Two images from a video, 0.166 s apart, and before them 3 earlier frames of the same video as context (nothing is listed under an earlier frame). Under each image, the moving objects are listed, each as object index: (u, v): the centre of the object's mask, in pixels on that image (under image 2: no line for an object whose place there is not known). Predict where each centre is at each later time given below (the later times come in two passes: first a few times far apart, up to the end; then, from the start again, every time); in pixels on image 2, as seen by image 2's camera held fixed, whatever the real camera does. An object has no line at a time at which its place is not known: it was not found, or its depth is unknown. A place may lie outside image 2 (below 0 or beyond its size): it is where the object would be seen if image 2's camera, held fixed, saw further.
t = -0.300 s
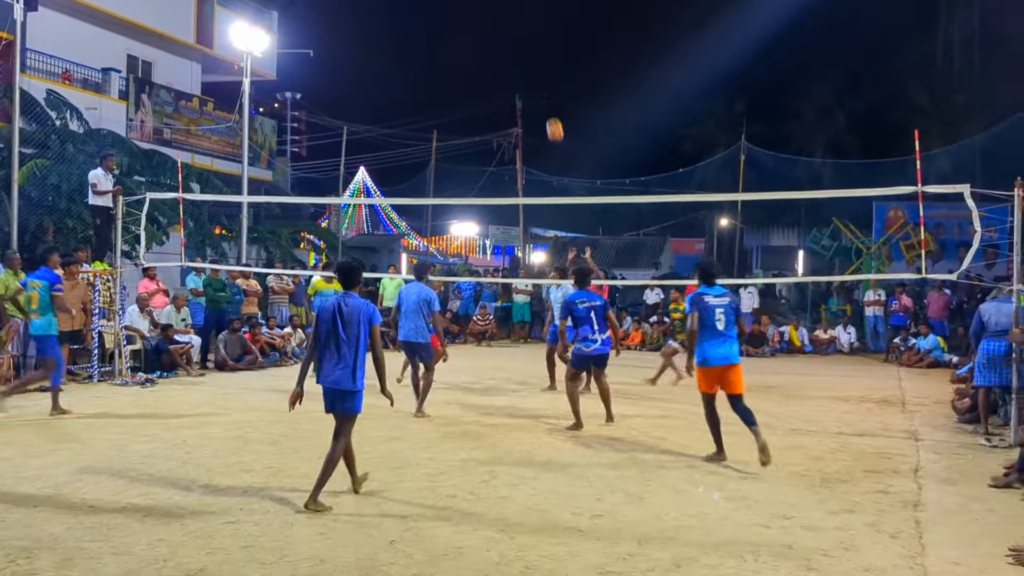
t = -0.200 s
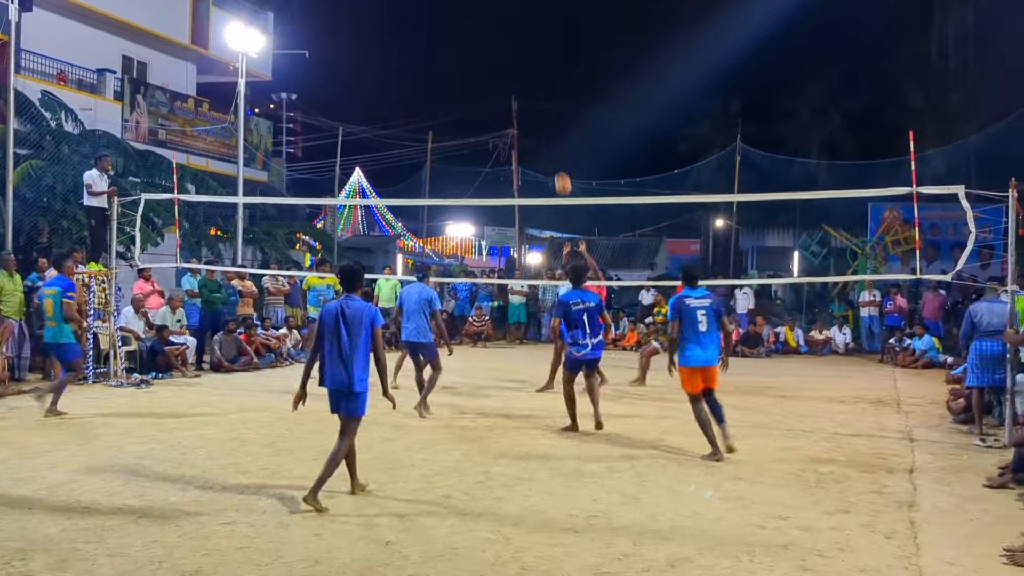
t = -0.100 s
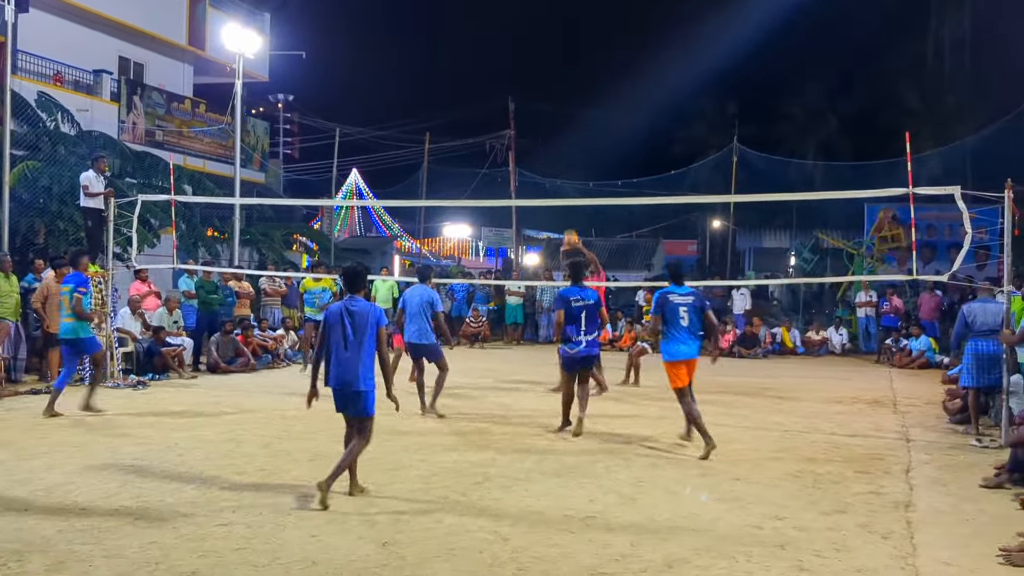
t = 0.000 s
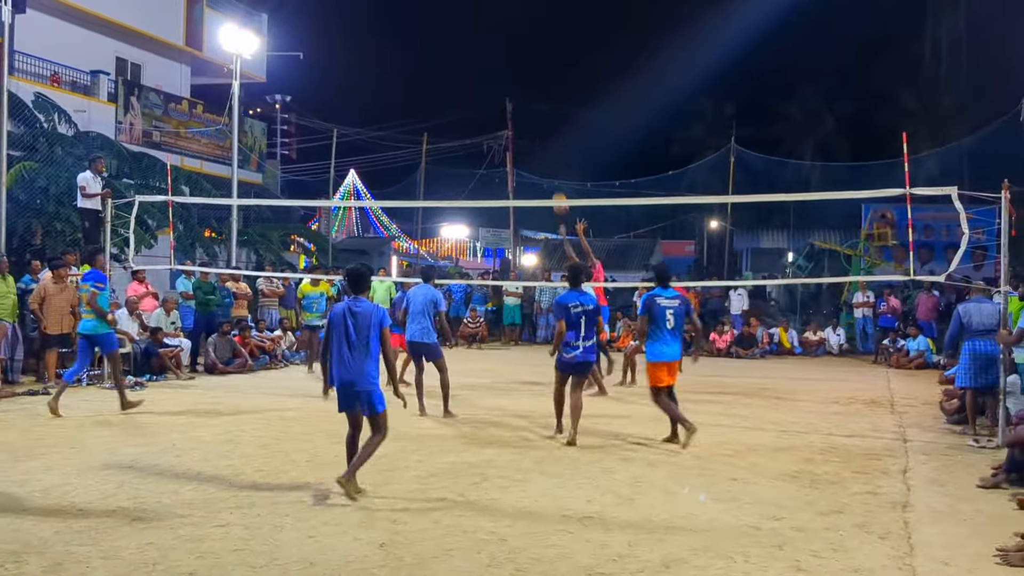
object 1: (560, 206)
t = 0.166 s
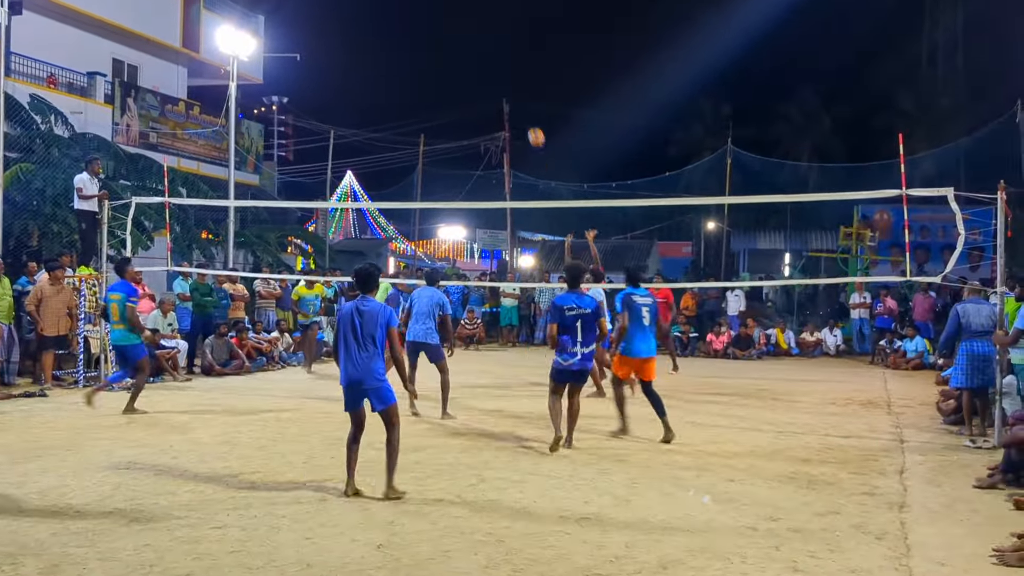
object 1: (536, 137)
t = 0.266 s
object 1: (524, 106)
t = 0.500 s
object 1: (493, 59)
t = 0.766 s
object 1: (457, 52)
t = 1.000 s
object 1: (424, 87)
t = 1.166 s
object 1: (400, 137)
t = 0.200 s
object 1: (532, 126)
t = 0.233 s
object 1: (528, 116)
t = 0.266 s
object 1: (524, 106)
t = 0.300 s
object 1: (519, 97)
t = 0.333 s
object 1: (515, 89)
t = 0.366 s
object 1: (511, 81)
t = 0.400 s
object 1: (506, 74)
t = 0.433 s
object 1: (502, 68)
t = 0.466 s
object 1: (498, 63)
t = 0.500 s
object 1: (493, 59)
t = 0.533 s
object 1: (489, 55)
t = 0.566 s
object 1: (484, 52)
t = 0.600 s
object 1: (480, 50)
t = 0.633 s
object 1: (475, 49)
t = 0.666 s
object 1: (471, 48)
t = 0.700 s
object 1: (466, 48)
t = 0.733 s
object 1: (462, 49)
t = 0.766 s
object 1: (457, 52)
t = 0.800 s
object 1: (452, 54)
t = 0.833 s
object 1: (448, 58)
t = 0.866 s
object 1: (443, 62)
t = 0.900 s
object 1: (438, 67)
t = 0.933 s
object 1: (433, 73)
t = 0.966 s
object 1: (428, 80)
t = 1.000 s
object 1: (424, 87)
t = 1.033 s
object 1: (419, 96)
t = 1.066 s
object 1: (414, 105)
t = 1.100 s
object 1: (409, 115)
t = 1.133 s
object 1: (405, 125)
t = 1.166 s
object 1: (400, 137)
